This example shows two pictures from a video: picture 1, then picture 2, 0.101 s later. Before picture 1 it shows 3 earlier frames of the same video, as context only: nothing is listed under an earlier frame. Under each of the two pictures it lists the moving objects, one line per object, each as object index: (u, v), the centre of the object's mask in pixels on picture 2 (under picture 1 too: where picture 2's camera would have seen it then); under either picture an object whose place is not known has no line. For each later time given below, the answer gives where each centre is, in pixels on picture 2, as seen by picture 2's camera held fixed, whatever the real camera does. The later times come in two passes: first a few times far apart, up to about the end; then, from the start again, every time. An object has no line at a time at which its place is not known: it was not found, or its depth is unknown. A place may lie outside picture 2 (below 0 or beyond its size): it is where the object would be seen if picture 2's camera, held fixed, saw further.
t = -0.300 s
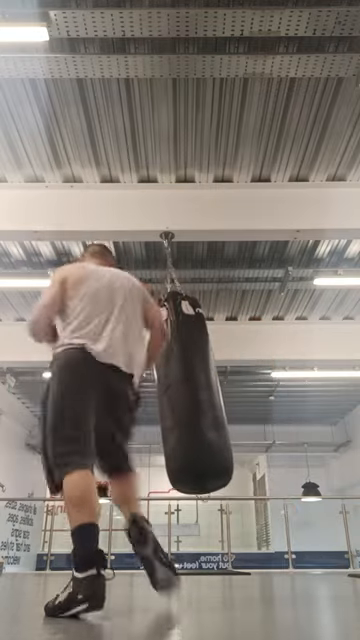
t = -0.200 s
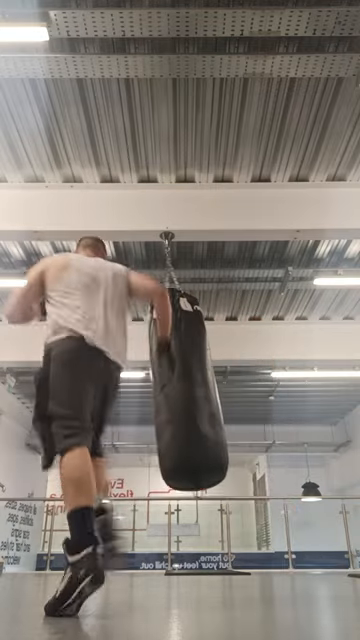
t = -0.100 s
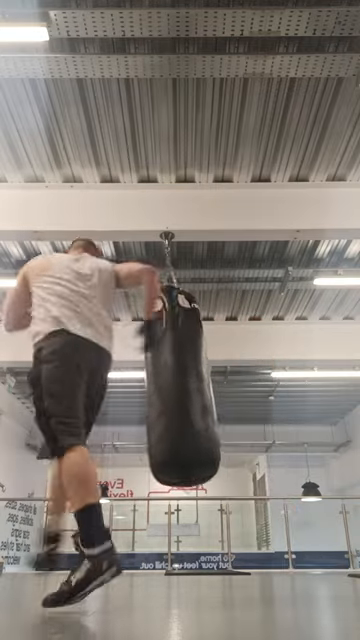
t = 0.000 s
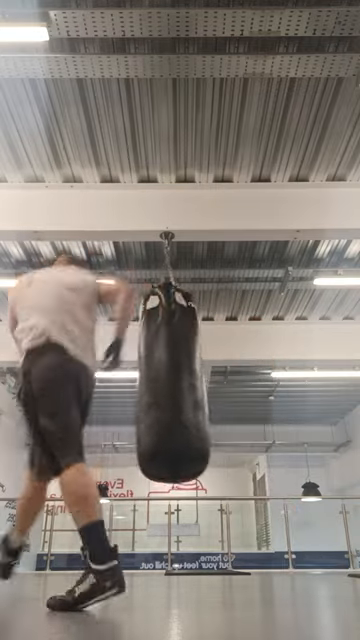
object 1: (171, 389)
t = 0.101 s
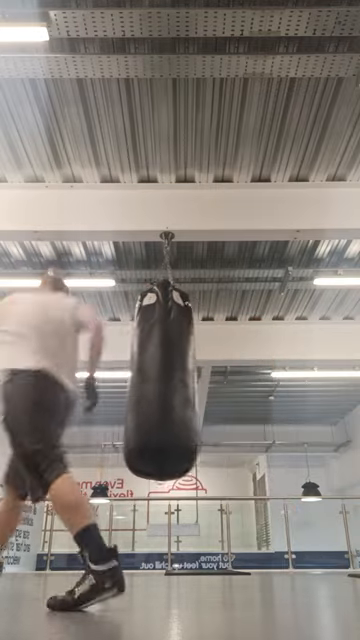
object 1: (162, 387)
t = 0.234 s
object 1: (151, 386)
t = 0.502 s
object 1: (136, 391)
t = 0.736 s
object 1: (136, 398)
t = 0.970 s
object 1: (147, 403)
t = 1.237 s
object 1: (166, 404)
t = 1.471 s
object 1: (182, 403)
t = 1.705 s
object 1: (193, 404)
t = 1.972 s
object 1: (194, 401)
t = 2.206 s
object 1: (182, 395)
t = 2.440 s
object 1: (160, 390)
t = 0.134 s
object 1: (159, 386)
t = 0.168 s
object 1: (156, 386)
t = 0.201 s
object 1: (154, 386)
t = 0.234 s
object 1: (151, 386)
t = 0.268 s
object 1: (148, 386)
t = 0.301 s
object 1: (146, 387)
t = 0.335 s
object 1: (144, 388)
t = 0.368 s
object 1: (142, 388)
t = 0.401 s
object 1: (140, 389)
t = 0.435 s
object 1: (138, 390)
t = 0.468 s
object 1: (137, 390)
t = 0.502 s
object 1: (136, 391)
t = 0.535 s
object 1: (135, 392)
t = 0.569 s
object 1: (135, 393)
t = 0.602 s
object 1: (134, 394)
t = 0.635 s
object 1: (134, 396)
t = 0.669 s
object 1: (135, 396)
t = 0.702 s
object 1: (135, 397)
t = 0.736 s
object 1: (136, 398)
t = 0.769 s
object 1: (137, 400)
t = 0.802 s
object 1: (138, 400)
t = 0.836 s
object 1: (140, 401)
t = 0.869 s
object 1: (141, 401)
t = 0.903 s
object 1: (143, 402)
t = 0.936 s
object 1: (145, 402)
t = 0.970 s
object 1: (147, 403)
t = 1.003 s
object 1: (149, 403)
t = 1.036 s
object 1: (151, 403)
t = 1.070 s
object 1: (154, 403)
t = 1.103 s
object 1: (156, 403)
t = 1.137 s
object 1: (158, 404)
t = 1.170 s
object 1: (161, 404)
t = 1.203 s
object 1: (163, 403)
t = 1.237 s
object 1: (166, 404)
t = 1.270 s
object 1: (168, 404)
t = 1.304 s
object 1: (170, 404)
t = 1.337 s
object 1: (173, 404)
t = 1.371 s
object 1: (175, 404)
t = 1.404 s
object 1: (177, 403)
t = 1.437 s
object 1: (179, 404)
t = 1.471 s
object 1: (182, 403)
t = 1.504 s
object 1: (183, 403)
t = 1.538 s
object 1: (185, 403)
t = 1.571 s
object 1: (187, 404)
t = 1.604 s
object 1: (189, 404)
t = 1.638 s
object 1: (190, 404)
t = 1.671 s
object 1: (191, 404)
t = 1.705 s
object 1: (193, 404)
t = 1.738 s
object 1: (193, 404)
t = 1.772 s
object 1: (194, 403)
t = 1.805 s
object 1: (195, 403)
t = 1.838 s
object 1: (195, 403)
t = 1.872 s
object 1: (195, 402)
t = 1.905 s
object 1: (195, 402)
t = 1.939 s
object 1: (195, 401)
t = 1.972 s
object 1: (194, 401)
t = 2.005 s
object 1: (193, 400)
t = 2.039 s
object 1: (192, 399)
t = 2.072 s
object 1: (190, 398)
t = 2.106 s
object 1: (189, 397)
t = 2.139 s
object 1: (187, 397)
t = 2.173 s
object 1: (185, 396)
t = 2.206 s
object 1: (182, 395)
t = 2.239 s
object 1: (179, 394)
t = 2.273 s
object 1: (177, 393)
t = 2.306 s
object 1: (174, 393)
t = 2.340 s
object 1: (170, 392)
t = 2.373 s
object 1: (167, 391)
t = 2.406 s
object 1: (164, 390)
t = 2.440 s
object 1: (160, 390)
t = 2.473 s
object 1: (157, 389)
